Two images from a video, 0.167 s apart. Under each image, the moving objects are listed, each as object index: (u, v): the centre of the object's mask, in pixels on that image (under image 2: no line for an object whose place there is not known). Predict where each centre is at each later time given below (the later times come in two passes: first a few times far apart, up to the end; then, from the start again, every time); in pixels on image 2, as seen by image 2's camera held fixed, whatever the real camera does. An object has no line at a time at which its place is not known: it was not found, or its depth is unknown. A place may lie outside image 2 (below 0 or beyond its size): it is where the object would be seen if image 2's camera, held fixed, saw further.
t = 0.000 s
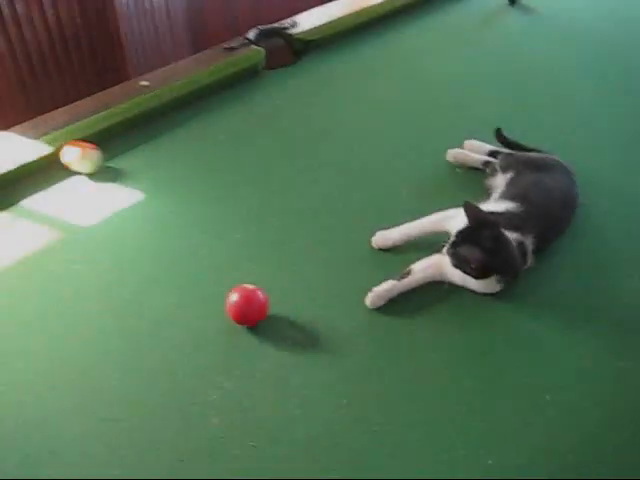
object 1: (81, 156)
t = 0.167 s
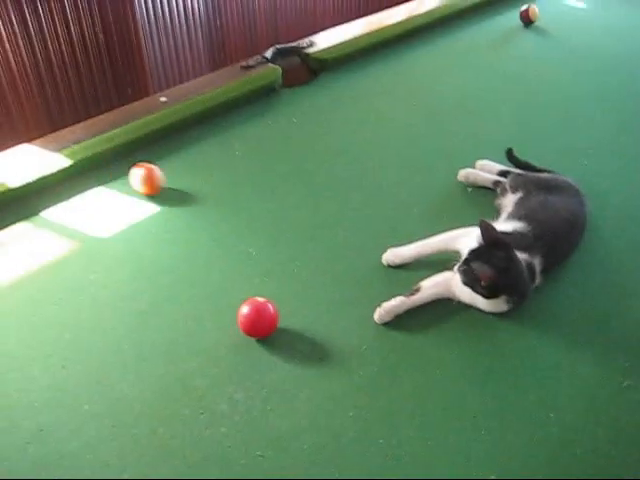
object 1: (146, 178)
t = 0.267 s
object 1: (175, 184)
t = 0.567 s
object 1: (263, 199)
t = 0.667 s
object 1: (293, 205)
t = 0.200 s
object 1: (156, 180)
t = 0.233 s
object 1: (166, 182)
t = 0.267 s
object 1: (175, 184)
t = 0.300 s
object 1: (185, 185)
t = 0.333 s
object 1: (195, 187)
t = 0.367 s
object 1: (204, 189)
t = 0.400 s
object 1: (214, 190)
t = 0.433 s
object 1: (224, 192)
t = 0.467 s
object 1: (233, 194)
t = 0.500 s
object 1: (244, 196)
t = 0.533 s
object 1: (253, 198)
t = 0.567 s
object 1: (263, 199)
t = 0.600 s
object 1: (273, 201)
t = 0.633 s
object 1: (284, 204)
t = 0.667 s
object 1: (293, 205)
